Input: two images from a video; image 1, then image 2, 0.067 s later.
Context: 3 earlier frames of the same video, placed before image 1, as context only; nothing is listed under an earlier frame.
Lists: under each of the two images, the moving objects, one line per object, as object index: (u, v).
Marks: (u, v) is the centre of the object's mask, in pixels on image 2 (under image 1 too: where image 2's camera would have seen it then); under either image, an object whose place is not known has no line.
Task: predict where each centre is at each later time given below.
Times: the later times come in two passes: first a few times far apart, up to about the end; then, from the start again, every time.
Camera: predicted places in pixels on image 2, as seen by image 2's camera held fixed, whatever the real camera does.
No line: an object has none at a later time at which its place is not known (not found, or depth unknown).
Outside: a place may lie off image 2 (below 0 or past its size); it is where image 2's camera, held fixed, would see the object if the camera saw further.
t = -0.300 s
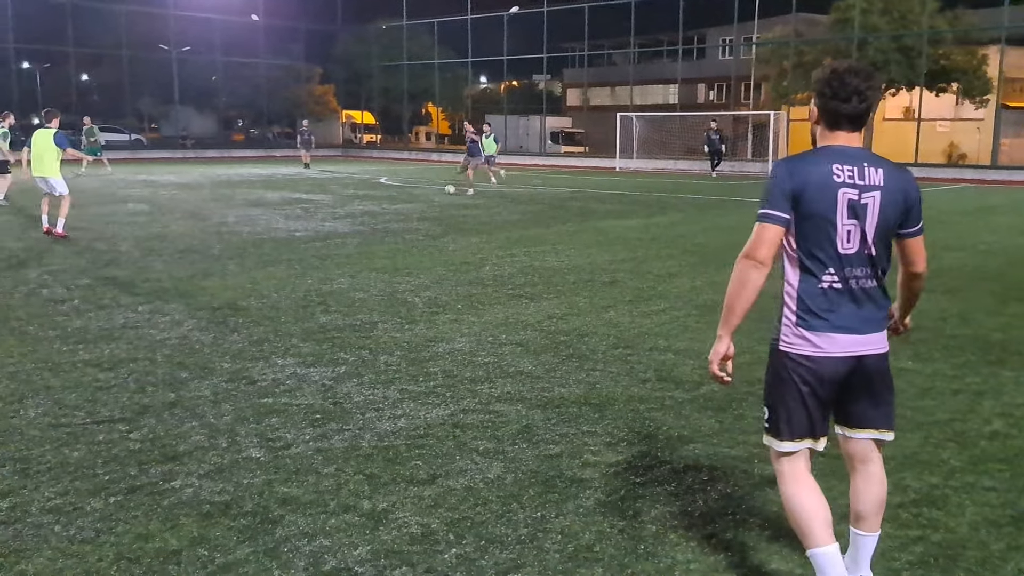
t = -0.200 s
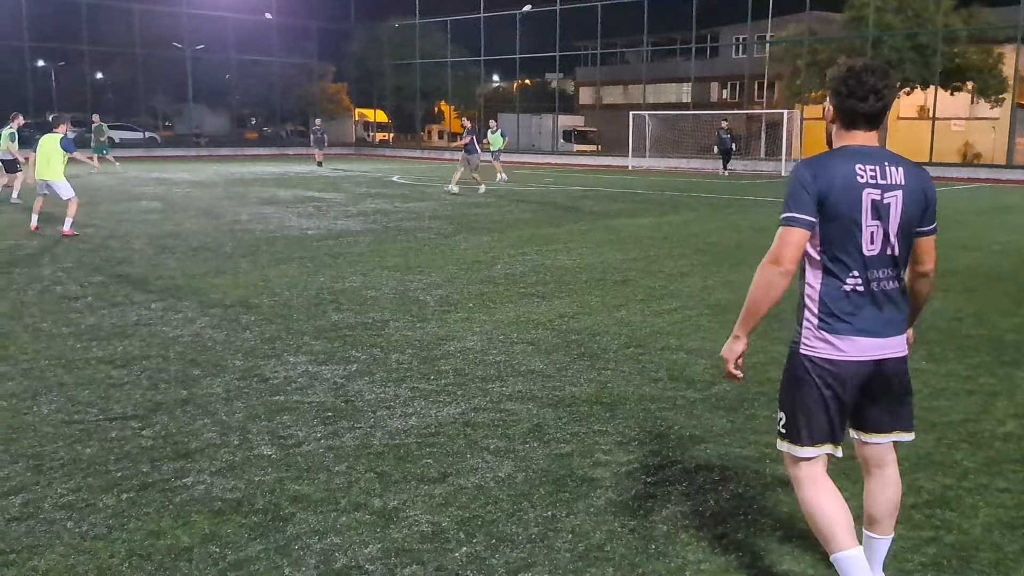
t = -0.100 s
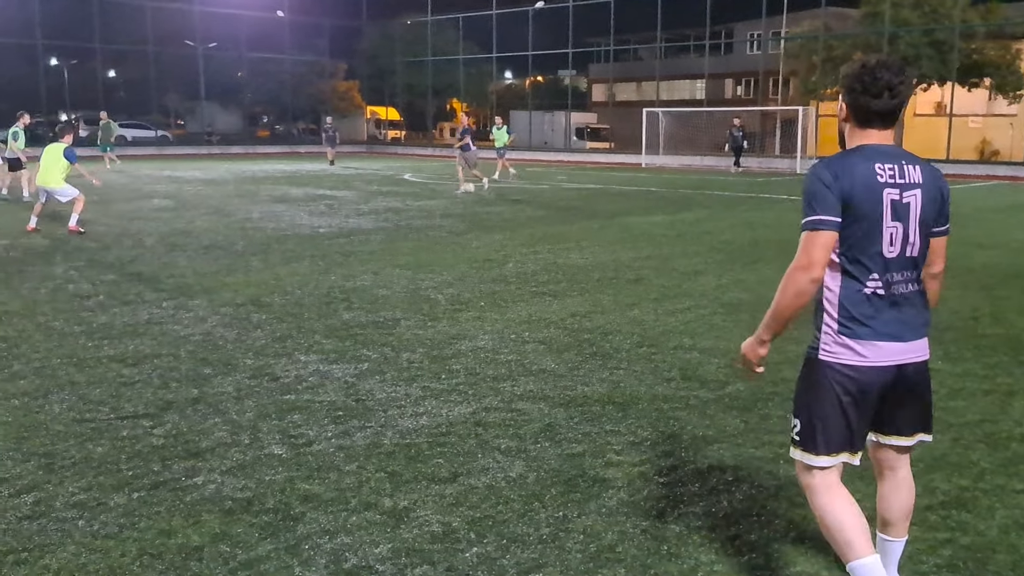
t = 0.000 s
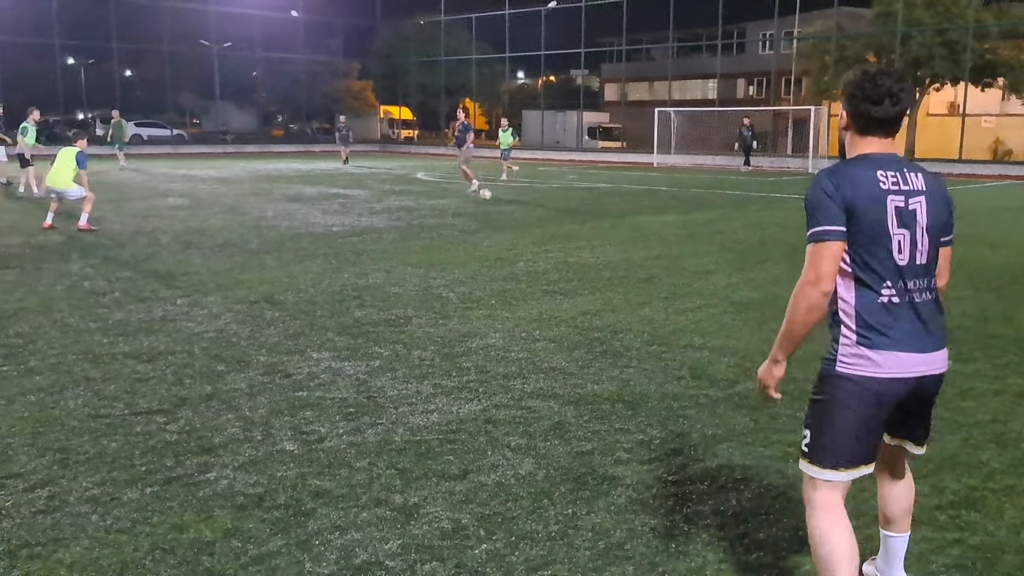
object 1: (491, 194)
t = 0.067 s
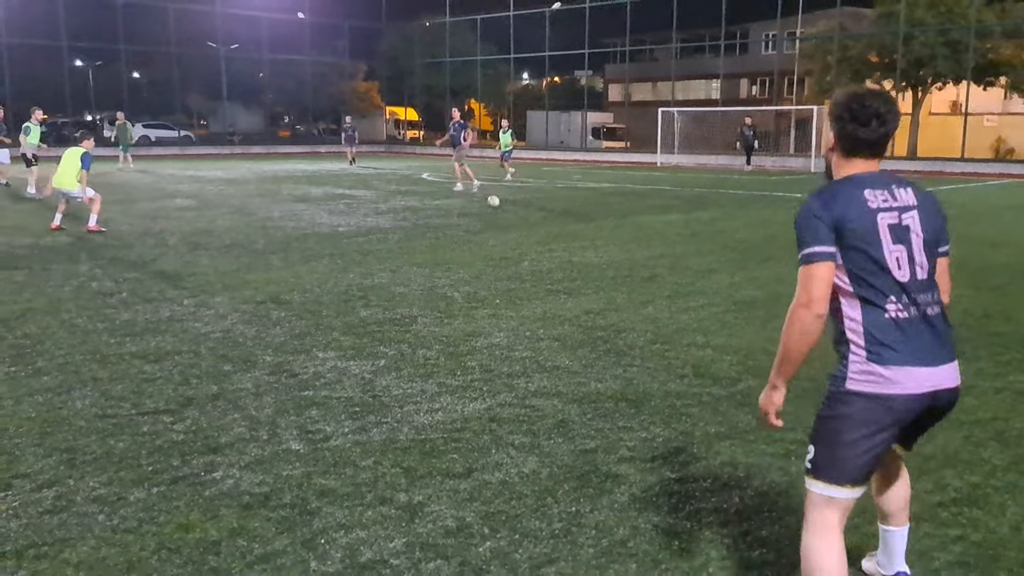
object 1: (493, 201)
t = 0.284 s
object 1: (507, 215)
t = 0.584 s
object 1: (525, 234)
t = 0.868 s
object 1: (548, 255)
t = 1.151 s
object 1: (589, 309)
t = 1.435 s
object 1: (662, 382)
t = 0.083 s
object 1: (494, 201)
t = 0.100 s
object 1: (495, 201)
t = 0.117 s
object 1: (497, 201)
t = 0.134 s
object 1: (497, 202)
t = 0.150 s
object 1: (498, 203)
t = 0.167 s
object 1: (500, 204)
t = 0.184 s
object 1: (501, 205)
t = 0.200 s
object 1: (502, 206)
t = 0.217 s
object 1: (503, 208)
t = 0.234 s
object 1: (504, 210)
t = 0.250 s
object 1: (505, 212)
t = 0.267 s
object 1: (506, 215)
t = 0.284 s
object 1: (507, 215)
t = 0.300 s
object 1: (508, 215)
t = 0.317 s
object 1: (508, 215)
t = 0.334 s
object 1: (509, 216)
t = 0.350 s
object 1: (510, 216)
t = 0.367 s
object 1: (511, 217)
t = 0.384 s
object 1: (512, 218)
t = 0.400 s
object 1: (513, 219)
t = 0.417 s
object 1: (514, 221)
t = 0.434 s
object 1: (515, 223)
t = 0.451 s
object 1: (516, 225)
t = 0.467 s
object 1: (517, 228)
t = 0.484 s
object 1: (518, 230)
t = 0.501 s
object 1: (519, 231)
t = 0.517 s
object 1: (520, 231)
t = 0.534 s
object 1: (521, 231)
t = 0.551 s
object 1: (522, 232)
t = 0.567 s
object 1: (523, 233)
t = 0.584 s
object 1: (525, 234)
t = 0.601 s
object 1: (526, 235)
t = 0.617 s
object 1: (527, 238)
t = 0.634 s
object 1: (528, 240)
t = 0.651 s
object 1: (529, 242)
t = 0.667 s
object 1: (530, 245)
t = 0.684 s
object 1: (532, 248)
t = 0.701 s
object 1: (533, 249)
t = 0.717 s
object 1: (534, 248)
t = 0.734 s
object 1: (536, 248)
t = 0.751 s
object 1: (537, 247)
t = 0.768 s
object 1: (539, 248)
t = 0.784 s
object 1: (540, 248)
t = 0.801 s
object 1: (541, 248)
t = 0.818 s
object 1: (543, 250)
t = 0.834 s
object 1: (545, 251)
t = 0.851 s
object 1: (546, 253)
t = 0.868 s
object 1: (548, 255)
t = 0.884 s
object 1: (550, 257)
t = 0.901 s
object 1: (552, 260)
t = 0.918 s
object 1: (554, 263)
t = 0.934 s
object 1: (556, 266)
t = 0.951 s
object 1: (558, 270)
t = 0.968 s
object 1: (560, 274)
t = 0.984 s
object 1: (562, 280)
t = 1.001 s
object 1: (564, 285)
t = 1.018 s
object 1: (567, 290)
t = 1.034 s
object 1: (569, 292)
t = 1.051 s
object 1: (572, 293)
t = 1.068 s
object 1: (575, 295)
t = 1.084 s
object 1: (578, 296)
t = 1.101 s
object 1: (581, 298)
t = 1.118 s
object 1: (583, 301)
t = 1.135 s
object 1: (586, 305)
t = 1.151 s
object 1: (589, 309)
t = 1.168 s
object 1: (593, 314)
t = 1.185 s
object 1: (595, 319)
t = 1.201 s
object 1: (599, 324)
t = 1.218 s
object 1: (603, 329)
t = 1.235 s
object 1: (607, 332)
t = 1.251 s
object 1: (610, 335)
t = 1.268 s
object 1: (614, 338)
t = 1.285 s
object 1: (618, 342)
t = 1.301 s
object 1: (622, 346)
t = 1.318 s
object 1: (626, 352)
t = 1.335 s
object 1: (631, 358)
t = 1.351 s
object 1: (636, 364)
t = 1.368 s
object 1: (641, 369)
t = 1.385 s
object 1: (646, 372)
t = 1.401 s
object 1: (651, 375)
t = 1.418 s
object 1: (656, 378)
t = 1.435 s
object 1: (662, 382)
